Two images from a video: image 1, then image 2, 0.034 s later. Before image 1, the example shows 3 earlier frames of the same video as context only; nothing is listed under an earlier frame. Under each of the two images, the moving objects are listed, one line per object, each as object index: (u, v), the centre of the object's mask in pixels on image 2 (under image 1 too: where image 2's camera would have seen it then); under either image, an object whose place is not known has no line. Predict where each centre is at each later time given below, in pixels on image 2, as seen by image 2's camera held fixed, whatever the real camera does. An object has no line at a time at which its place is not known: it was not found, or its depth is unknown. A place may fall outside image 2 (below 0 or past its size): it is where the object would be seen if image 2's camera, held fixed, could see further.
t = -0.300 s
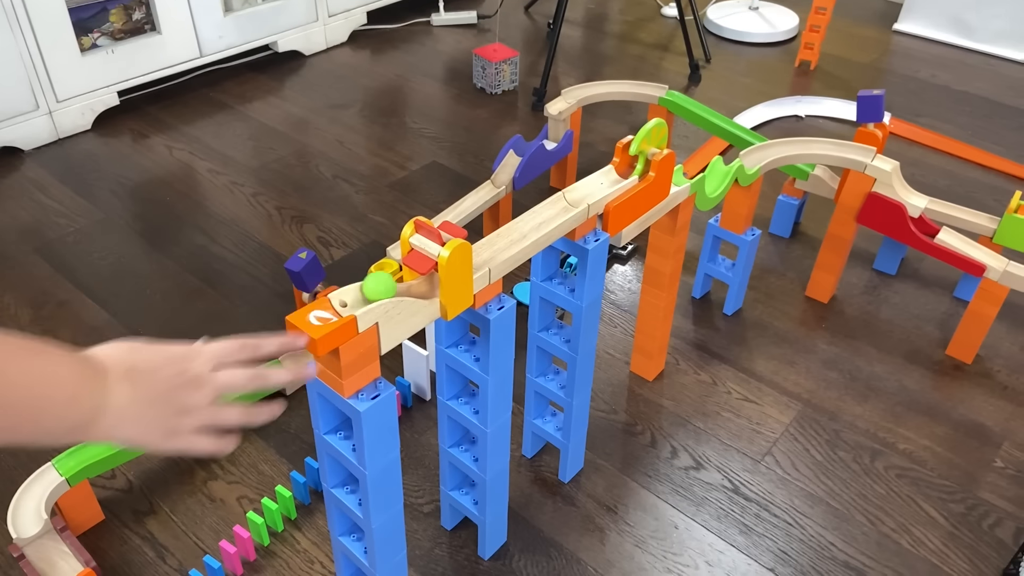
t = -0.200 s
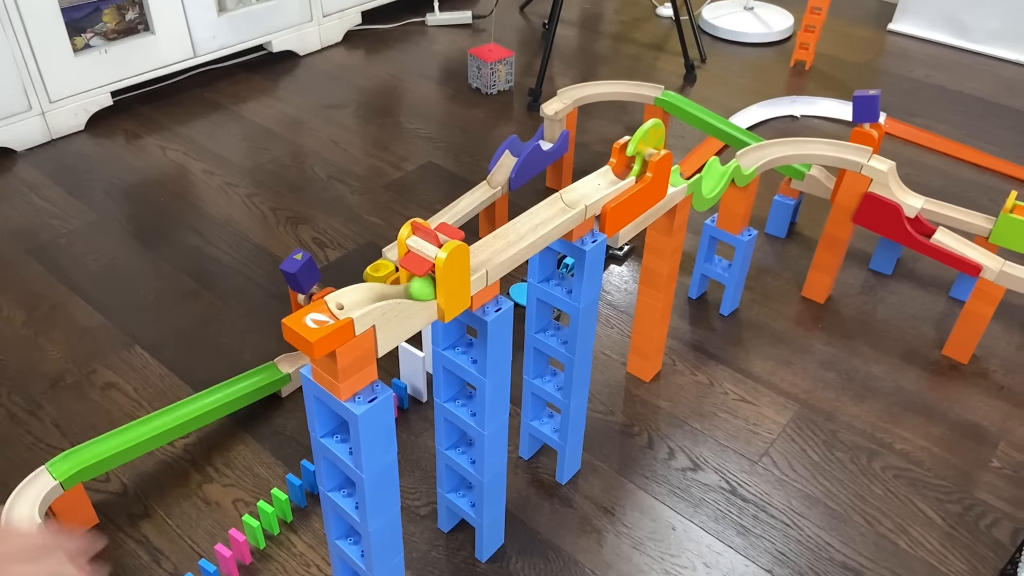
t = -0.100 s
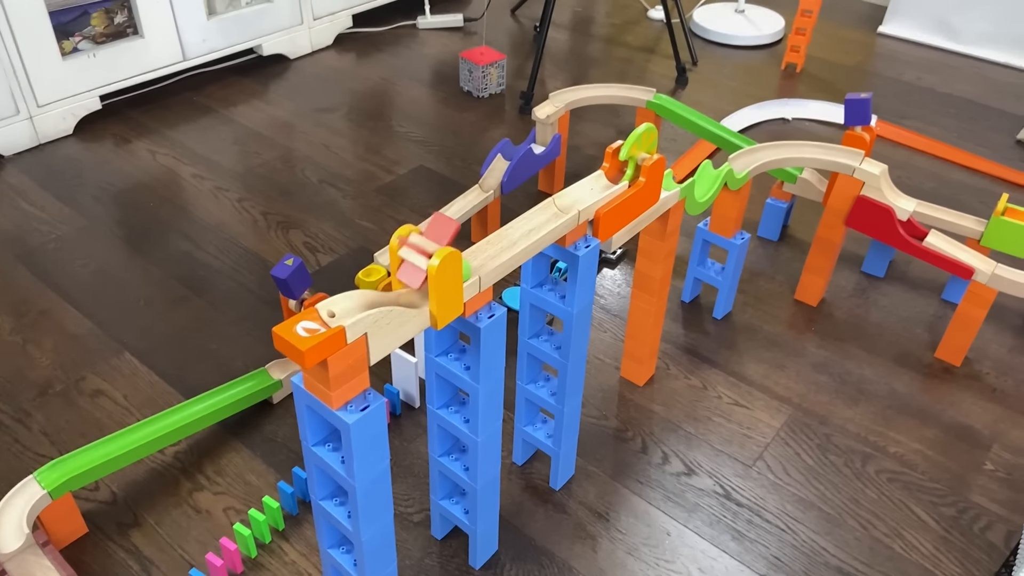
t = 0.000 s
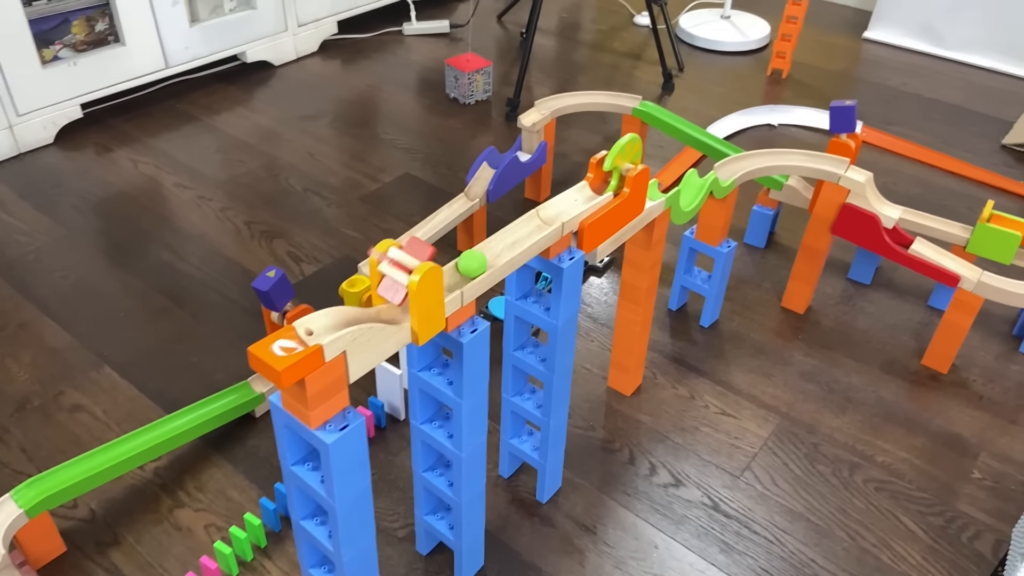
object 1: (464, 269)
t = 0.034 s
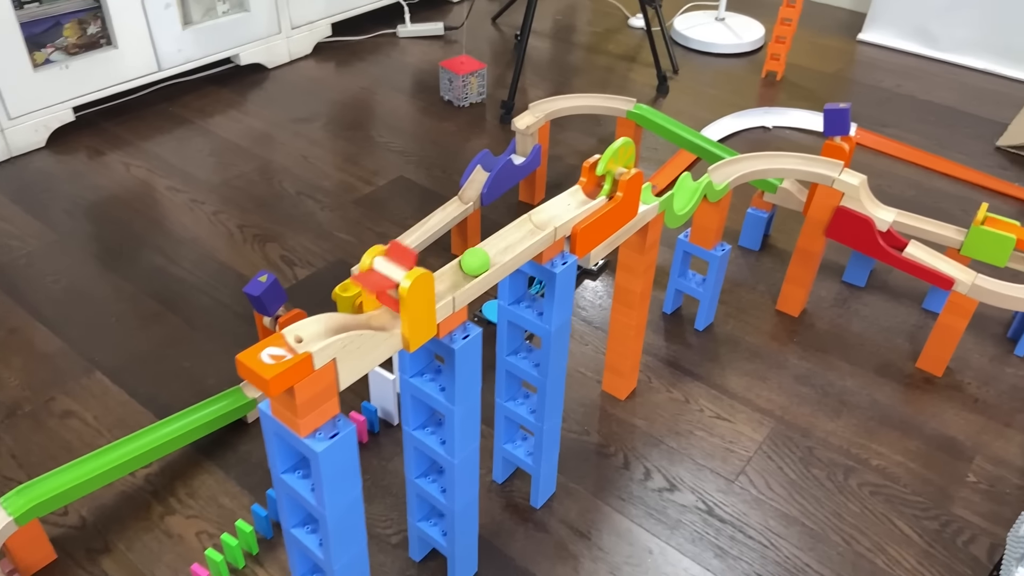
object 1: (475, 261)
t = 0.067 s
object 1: (485, 254)
